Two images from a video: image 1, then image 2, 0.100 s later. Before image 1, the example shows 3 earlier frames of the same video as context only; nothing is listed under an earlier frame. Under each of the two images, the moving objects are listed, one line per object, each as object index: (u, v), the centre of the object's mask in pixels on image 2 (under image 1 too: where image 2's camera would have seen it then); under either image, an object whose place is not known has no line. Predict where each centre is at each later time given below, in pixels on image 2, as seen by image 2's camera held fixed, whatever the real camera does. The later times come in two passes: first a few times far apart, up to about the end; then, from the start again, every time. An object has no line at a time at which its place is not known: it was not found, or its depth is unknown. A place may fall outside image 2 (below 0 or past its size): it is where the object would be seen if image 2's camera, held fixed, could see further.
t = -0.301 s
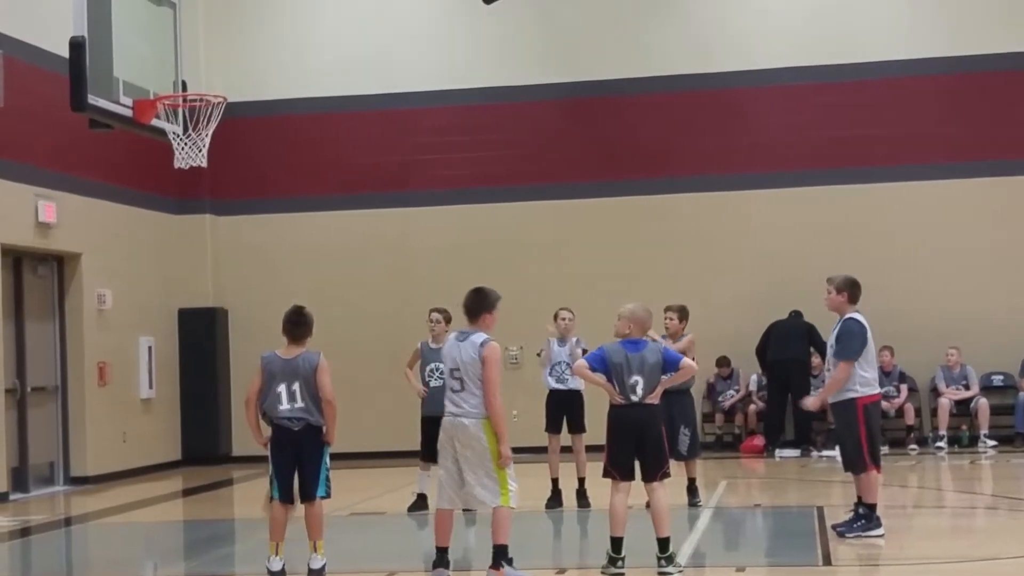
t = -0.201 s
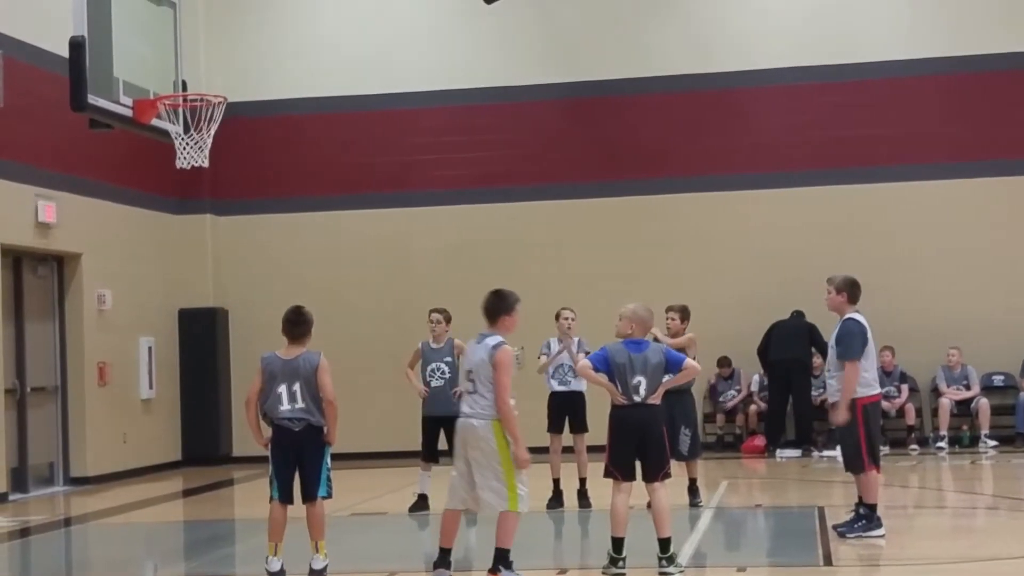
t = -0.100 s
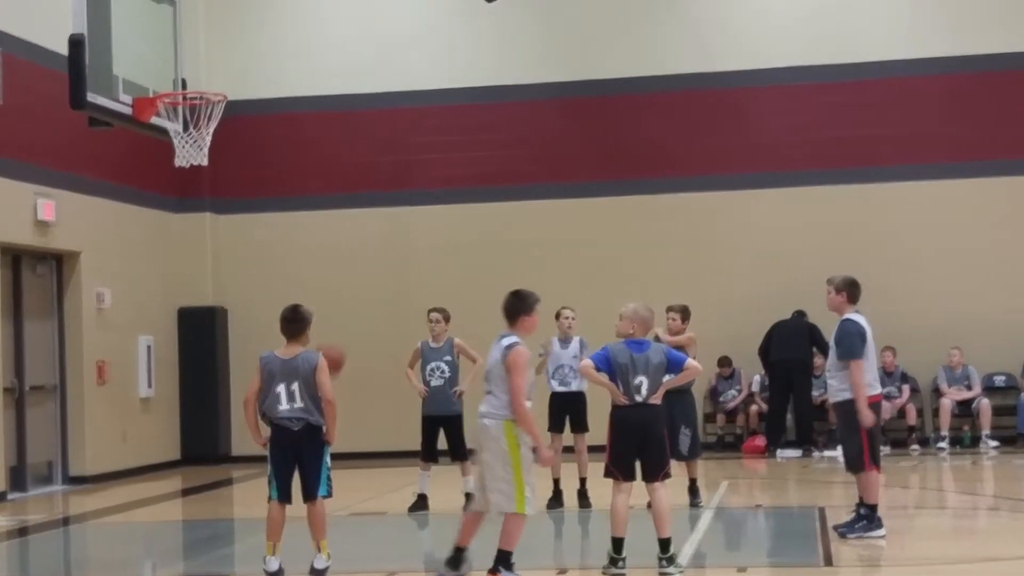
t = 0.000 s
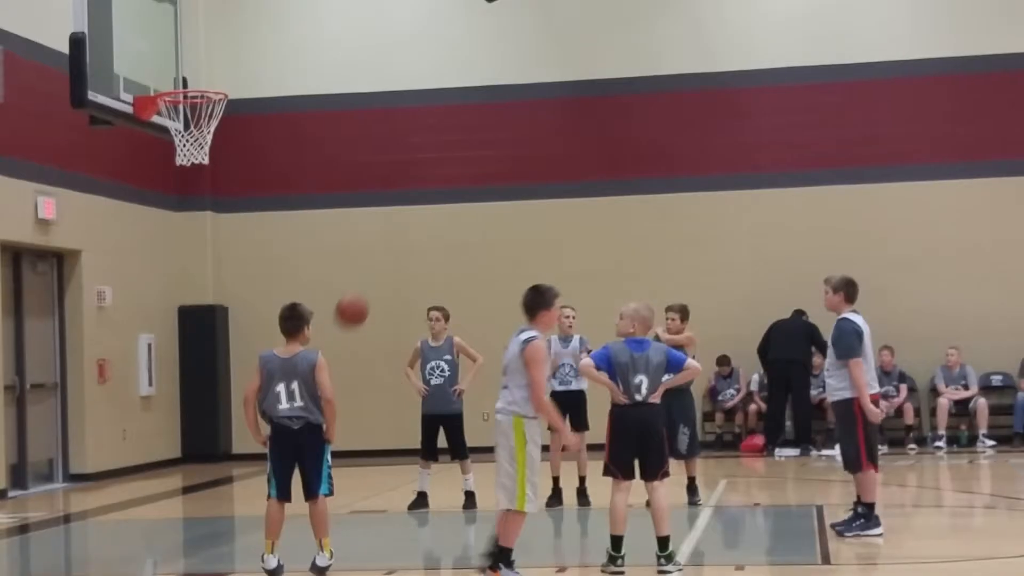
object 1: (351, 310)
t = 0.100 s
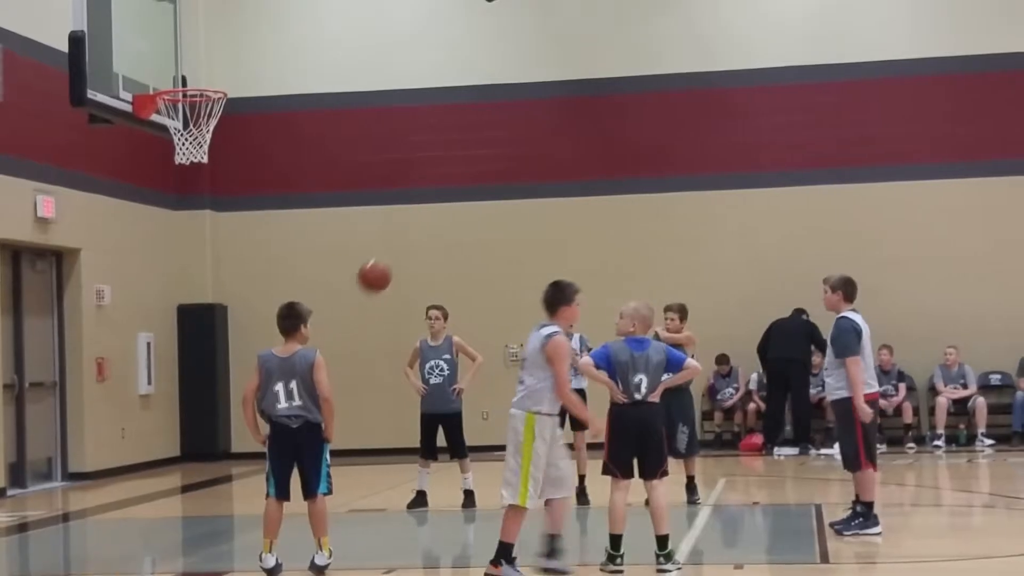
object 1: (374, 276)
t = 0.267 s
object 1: (414, 253)
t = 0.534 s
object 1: (479, 294)
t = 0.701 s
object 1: (521, 371)
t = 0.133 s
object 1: (382, 269)
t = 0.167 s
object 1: (390, 262)
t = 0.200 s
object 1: (398, 257)
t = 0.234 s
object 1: (406, 254)
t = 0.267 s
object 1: (414, 253)
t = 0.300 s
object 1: (422, 252)
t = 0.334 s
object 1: (430, 253)
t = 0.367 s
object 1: (438, 257)
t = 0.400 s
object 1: (446, 261)
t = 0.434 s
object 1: (454, 267)
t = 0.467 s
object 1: (463, 274)
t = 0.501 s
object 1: (471, 283)
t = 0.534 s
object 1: (479, 294)
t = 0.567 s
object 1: (487, 307)
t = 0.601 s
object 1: (495, 320)
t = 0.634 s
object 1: (504, 335)
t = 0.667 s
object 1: (512, 353)
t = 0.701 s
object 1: (521, 371)
